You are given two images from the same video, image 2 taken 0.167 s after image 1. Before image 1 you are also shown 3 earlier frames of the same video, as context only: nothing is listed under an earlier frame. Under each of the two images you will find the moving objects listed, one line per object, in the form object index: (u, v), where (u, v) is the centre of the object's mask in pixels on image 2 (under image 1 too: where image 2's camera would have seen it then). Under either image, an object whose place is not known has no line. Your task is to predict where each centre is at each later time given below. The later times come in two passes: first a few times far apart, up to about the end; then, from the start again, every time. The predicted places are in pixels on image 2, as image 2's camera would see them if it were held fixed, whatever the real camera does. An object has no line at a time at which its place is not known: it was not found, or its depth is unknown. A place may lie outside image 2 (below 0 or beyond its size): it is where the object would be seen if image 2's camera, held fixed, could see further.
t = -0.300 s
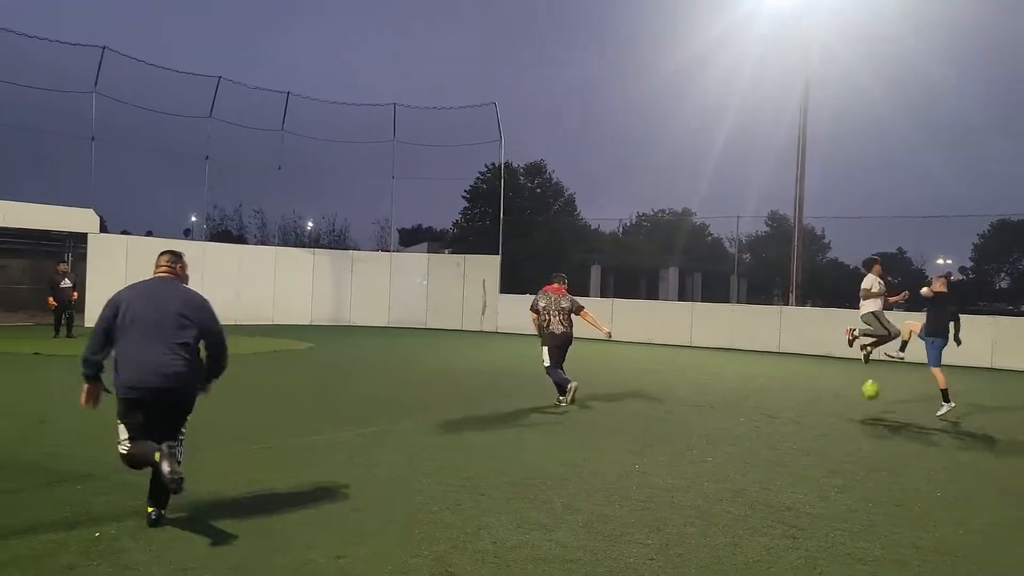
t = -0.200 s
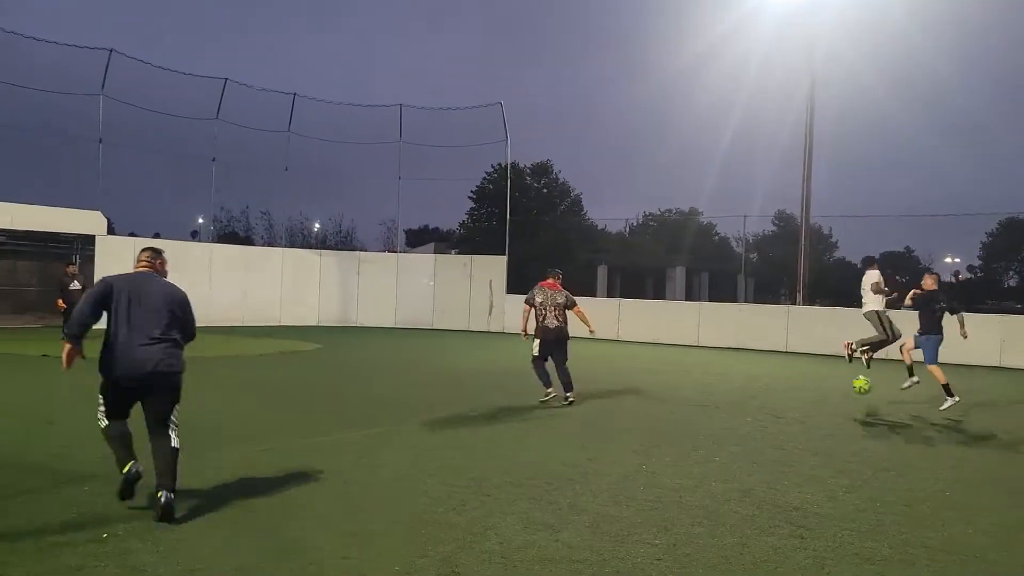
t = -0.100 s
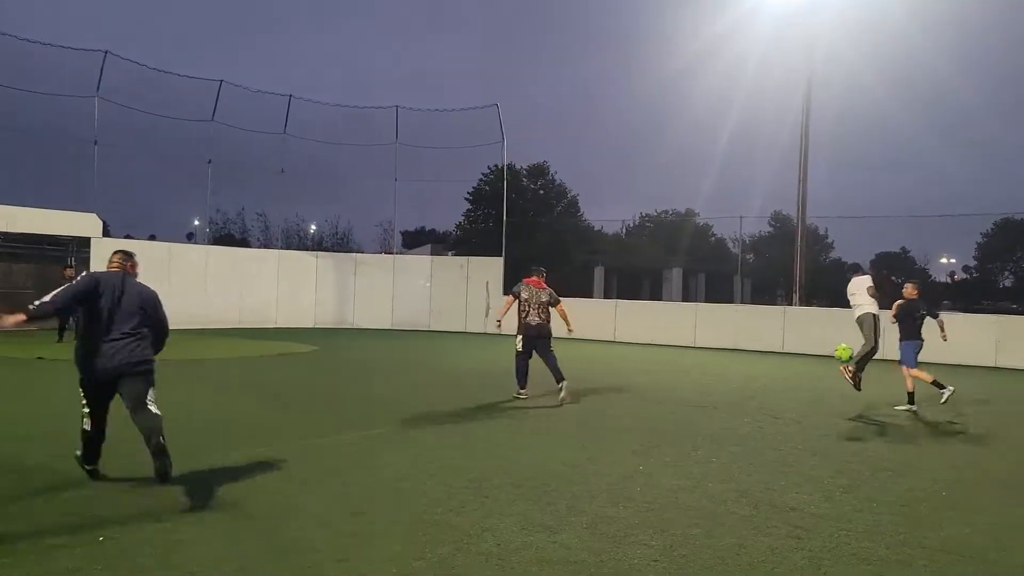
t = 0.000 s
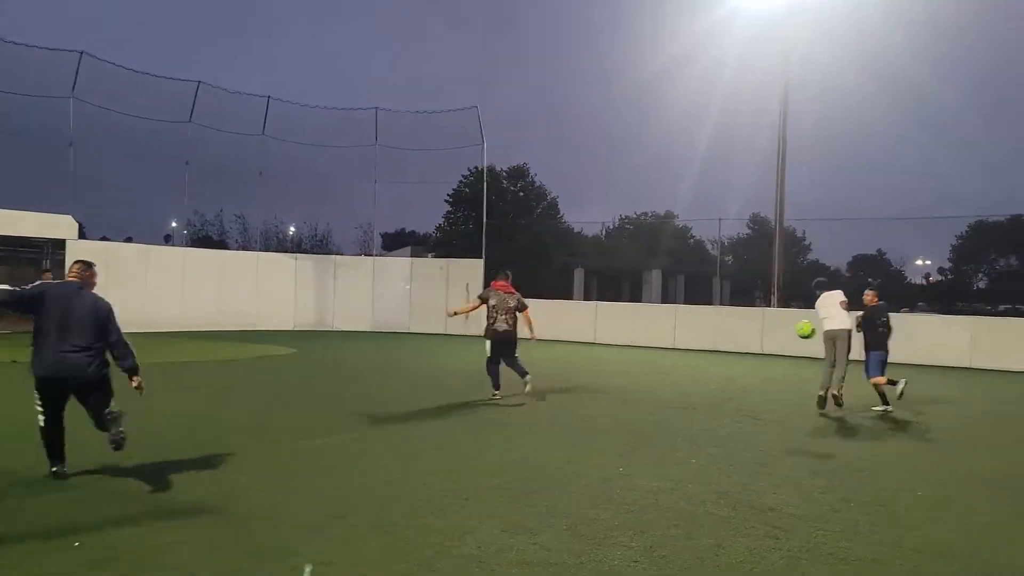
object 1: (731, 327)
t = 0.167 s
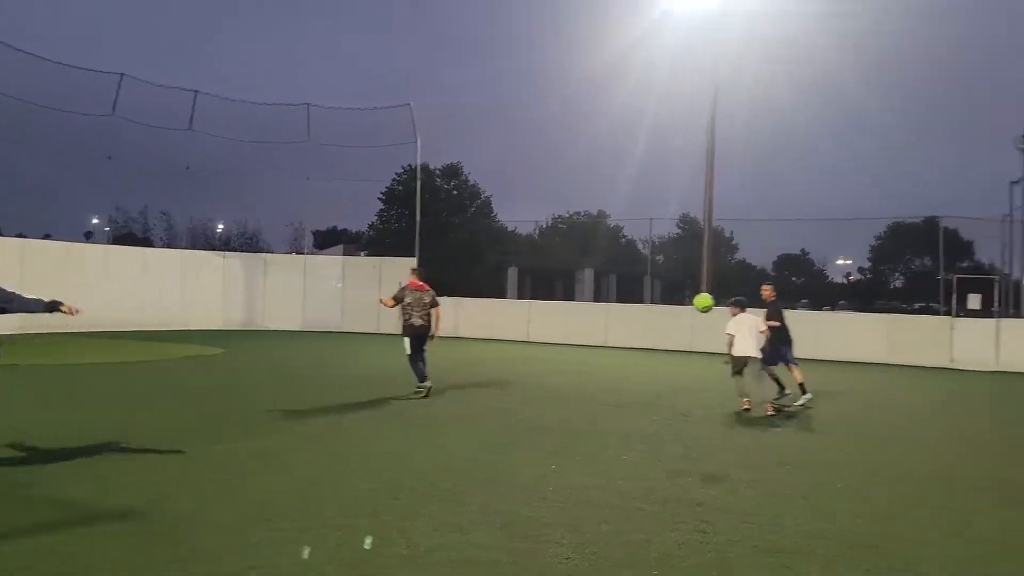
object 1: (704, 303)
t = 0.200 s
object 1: (698, 300)
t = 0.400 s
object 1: (655, 311)
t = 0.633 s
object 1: (595, 383)
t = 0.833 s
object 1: (530, 442)
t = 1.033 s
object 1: (447, 402)
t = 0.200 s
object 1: (698, 300)
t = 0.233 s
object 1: (691, 299)
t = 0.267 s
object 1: (685, 299)
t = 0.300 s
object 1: (677, 300)
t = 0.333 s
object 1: (670, 302)
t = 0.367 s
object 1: (663, 306)
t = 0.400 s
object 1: (655, 311)
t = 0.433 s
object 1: (648, 316)
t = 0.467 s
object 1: (639, 323)
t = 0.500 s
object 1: (631, 333)
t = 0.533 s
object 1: (623, 342)
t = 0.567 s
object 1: (613, 354)
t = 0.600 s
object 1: (604, 368)
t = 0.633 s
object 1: (595, 383)
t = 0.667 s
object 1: (584, 400)
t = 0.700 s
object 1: (574, 419)
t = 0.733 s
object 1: (563, 441)
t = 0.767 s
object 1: (553, 463)
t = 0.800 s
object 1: (541, 453)
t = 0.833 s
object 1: (530, 442)
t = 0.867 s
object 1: (518, 433)
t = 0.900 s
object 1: (506, 423)
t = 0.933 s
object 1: (493, 416)
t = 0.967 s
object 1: (479, 410)
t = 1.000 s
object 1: (464, 405)
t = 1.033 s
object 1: (447, 402)
